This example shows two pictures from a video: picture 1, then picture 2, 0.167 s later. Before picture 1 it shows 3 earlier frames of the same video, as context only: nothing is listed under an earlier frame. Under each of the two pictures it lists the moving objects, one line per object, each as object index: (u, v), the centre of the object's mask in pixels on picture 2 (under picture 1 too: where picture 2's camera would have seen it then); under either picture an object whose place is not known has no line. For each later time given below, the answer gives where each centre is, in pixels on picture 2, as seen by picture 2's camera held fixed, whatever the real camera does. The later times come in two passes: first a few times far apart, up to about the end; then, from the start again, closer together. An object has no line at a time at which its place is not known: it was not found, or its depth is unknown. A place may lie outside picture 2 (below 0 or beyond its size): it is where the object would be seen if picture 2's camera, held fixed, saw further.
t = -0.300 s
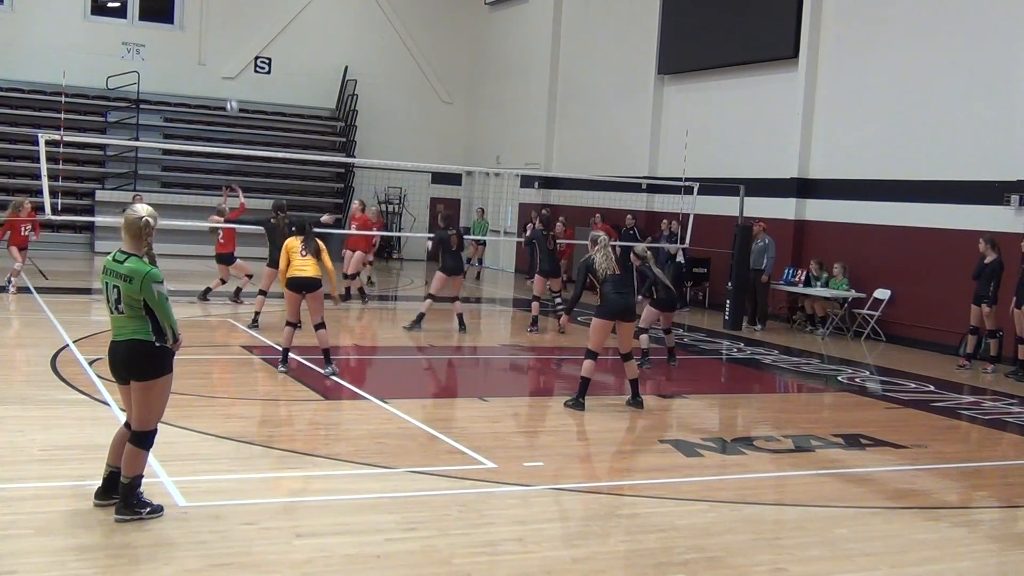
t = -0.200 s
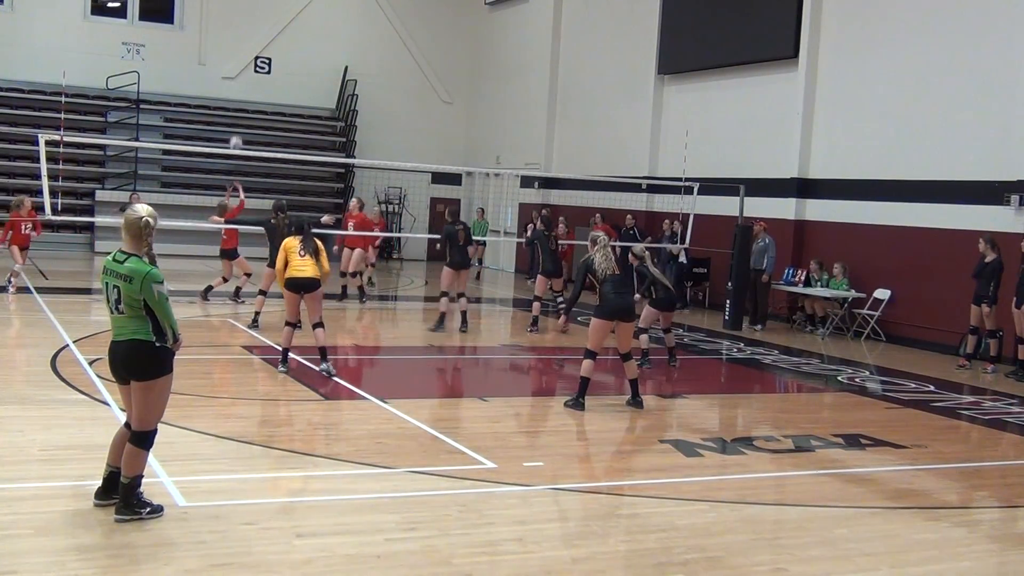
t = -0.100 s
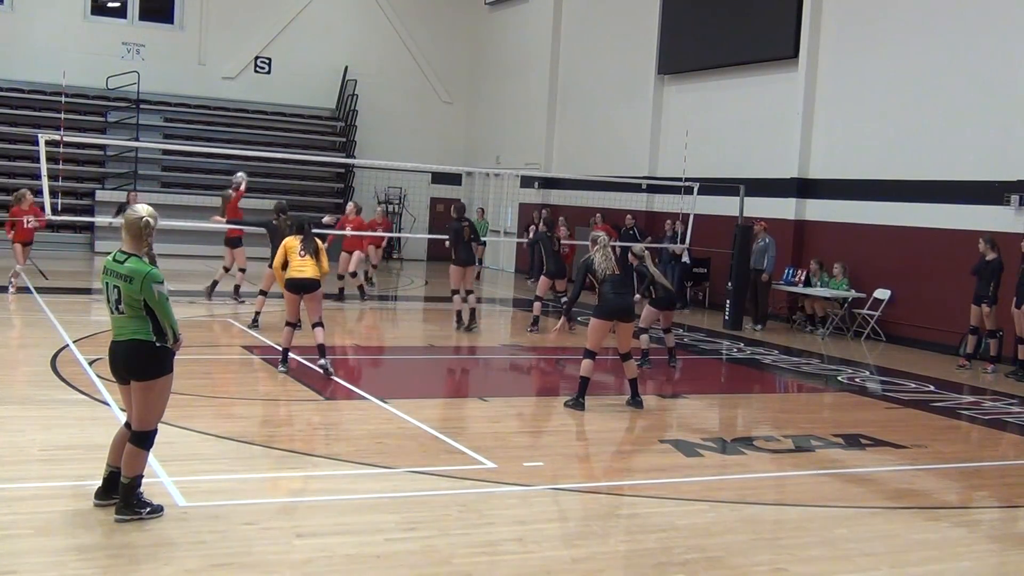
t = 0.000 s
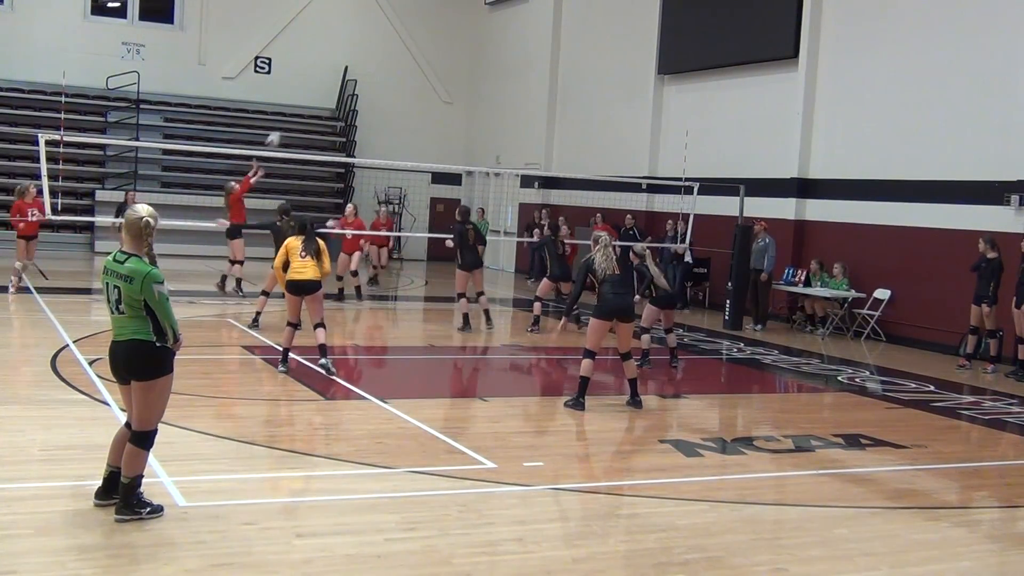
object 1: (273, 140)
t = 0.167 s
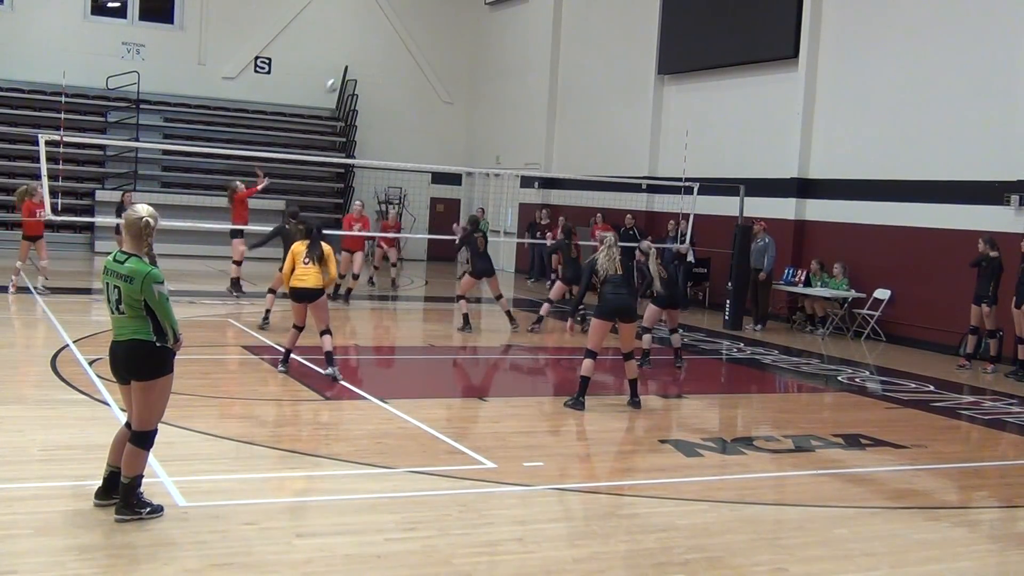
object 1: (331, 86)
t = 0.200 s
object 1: (342, 75)
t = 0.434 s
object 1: (416, 40)
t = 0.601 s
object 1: (464, 37)
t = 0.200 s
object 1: (342, 75)
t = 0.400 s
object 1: (406, 44)
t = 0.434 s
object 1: (416, 40)
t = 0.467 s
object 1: (426, 38)
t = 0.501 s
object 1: (437, 37)
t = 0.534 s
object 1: (445, 36)
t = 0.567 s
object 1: (455, 36)
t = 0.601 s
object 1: (464, 37)
